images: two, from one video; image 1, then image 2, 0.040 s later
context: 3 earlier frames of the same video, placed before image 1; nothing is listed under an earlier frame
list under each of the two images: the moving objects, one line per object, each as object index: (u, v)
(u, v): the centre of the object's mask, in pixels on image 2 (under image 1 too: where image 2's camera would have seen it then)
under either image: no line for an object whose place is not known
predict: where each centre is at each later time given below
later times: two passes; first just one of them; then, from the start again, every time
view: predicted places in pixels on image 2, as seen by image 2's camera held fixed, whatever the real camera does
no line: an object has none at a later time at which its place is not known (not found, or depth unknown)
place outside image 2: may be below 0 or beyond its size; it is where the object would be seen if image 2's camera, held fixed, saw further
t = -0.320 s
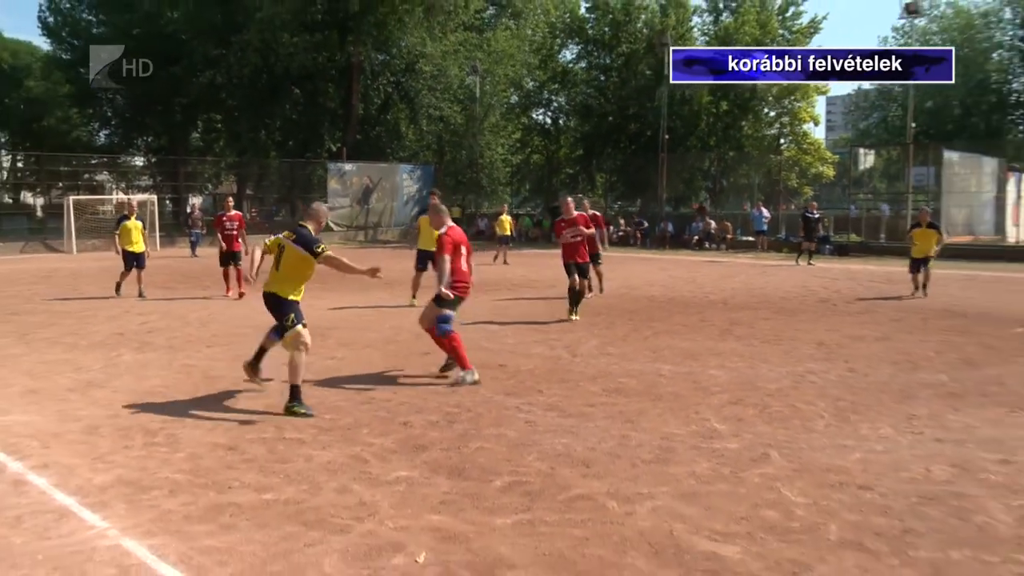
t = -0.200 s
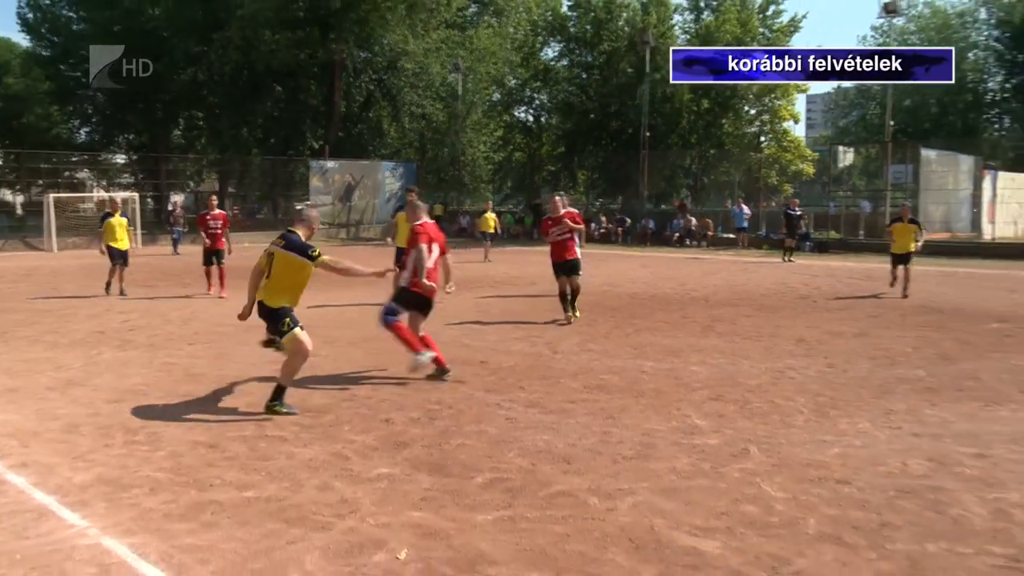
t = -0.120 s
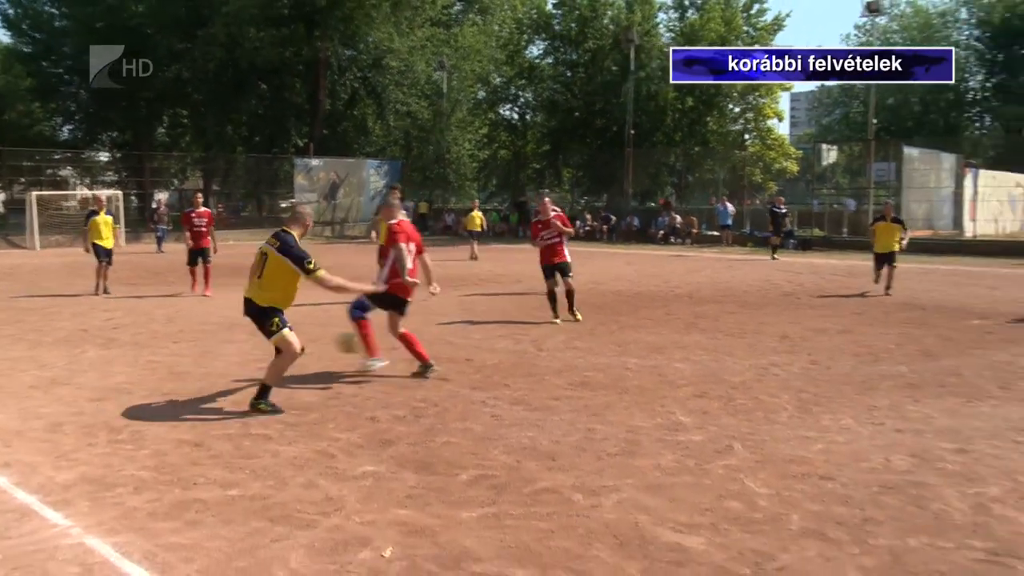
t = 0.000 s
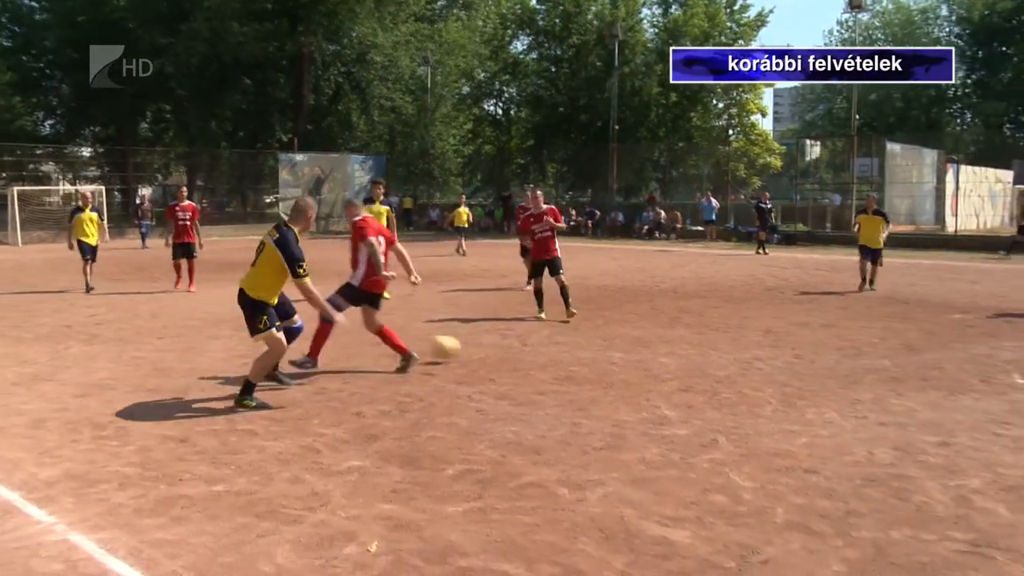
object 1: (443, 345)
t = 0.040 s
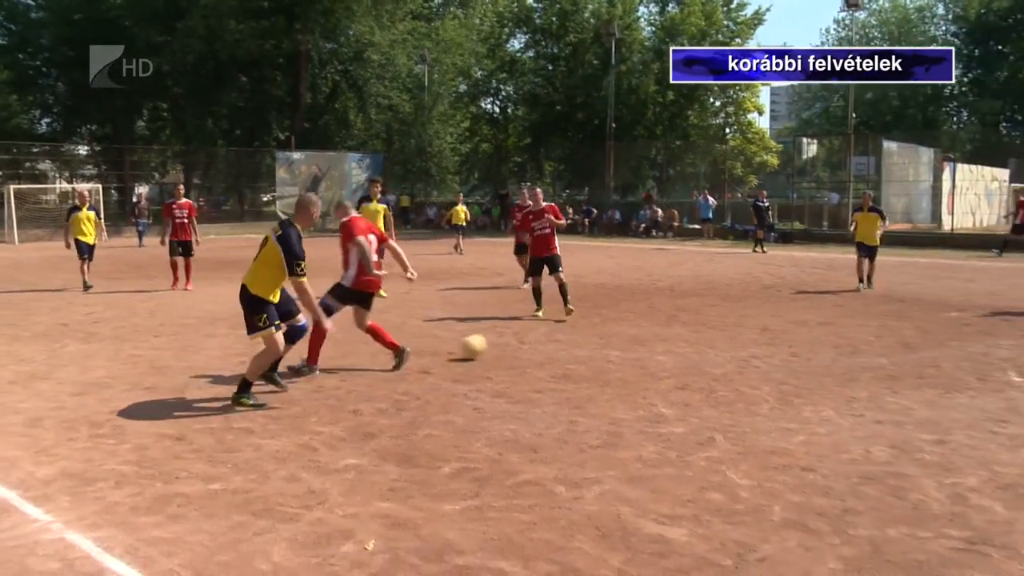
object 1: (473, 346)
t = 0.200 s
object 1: (566, 326)
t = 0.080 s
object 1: (497, 338)
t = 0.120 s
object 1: (521, 332)
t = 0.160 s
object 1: (543, 328)
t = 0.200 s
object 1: (566, 326)
